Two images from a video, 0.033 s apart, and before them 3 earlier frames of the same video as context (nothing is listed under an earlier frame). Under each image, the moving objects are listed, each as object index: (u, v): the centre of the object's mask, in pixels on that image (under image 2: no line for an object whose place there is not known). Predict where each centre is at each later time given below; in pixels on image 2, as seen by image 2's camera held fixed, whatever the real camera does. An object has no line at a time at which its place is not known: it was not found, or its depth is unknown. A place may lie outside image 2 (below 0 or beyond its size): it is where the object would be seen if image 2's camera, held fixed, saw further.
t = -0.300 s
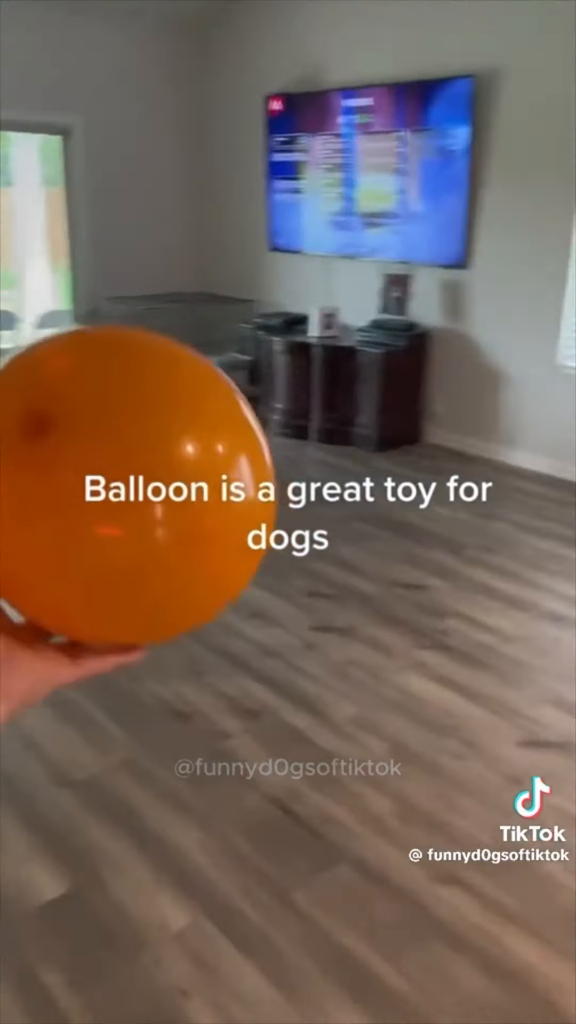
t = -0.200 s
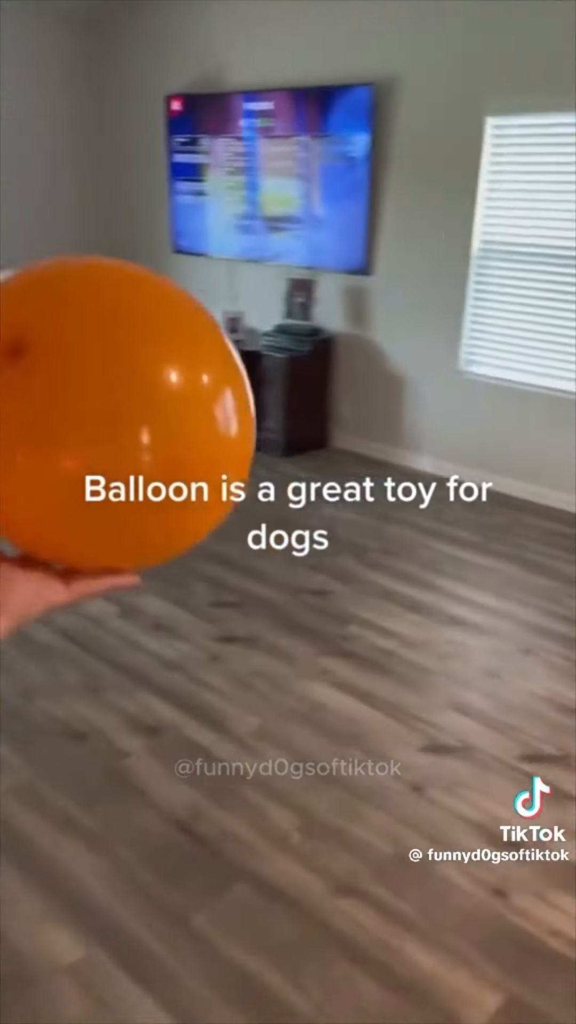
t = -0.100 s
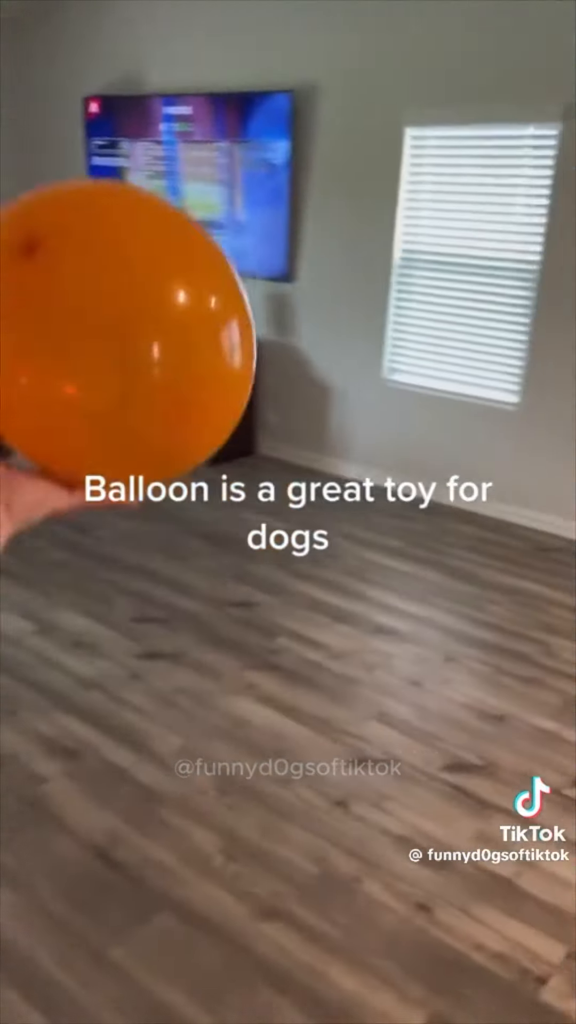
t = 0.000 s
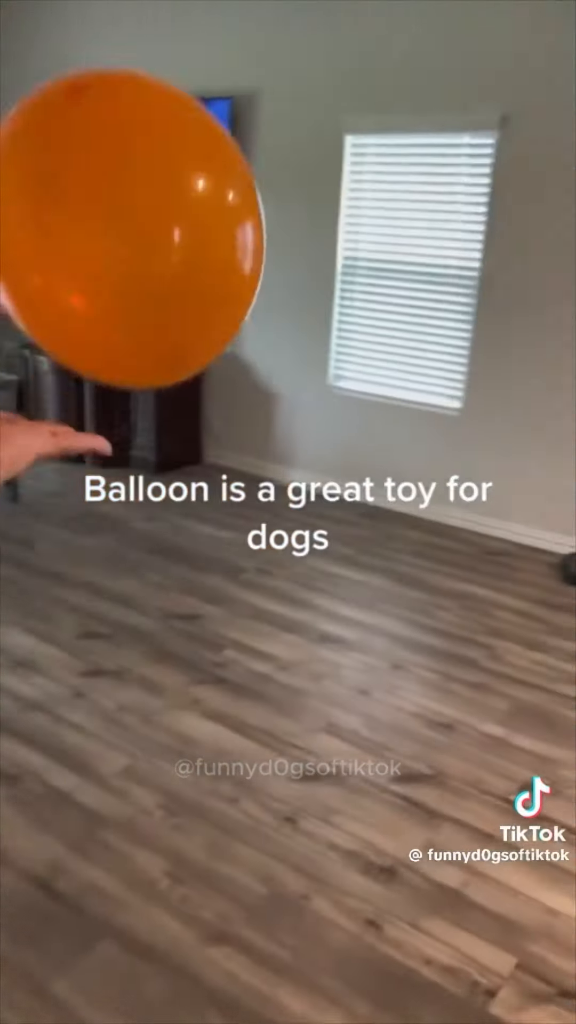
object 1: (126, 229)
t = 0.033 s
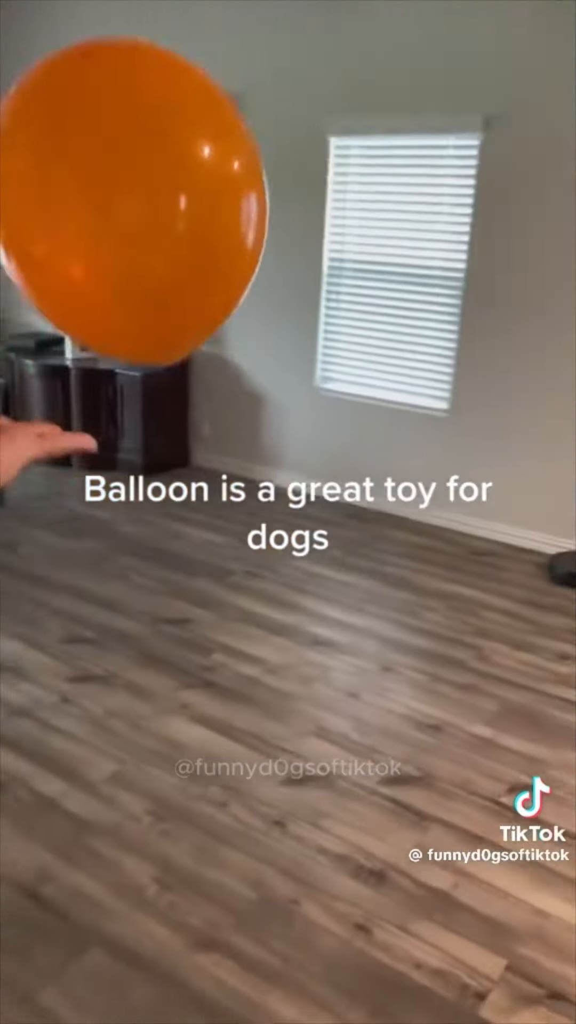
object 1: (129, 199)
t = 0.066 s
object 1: (157, 157)
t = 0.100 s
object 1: (169, 146)
